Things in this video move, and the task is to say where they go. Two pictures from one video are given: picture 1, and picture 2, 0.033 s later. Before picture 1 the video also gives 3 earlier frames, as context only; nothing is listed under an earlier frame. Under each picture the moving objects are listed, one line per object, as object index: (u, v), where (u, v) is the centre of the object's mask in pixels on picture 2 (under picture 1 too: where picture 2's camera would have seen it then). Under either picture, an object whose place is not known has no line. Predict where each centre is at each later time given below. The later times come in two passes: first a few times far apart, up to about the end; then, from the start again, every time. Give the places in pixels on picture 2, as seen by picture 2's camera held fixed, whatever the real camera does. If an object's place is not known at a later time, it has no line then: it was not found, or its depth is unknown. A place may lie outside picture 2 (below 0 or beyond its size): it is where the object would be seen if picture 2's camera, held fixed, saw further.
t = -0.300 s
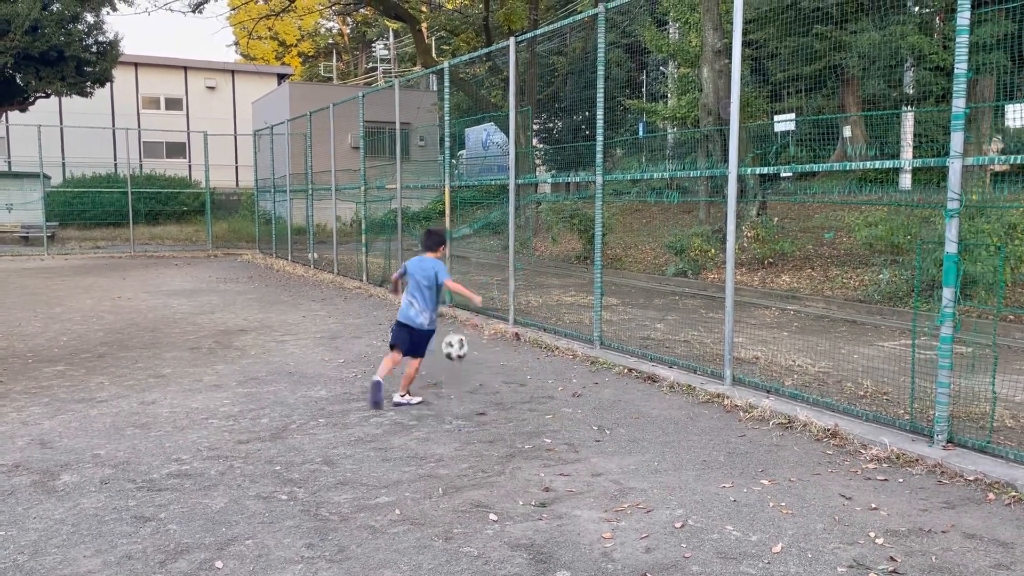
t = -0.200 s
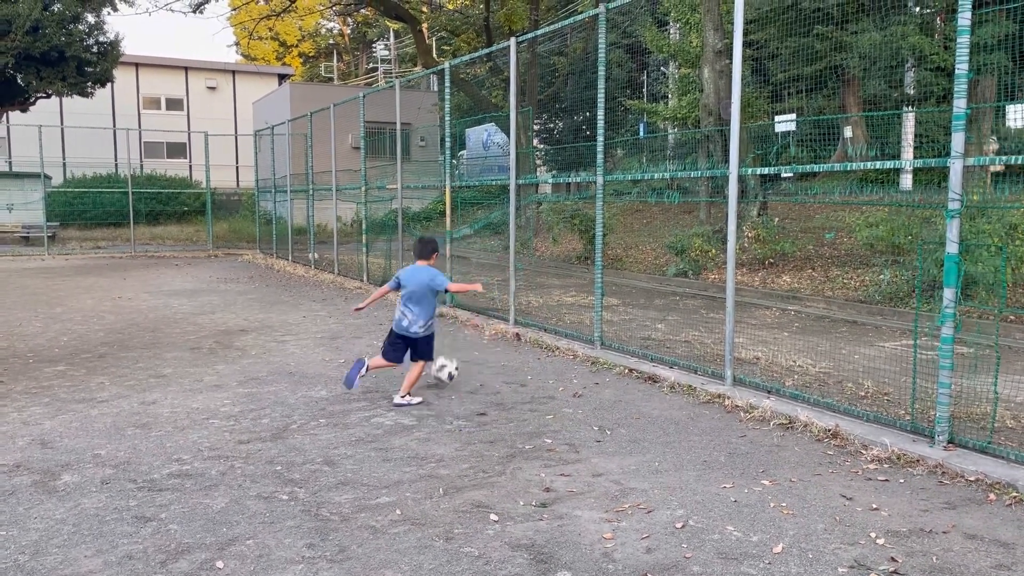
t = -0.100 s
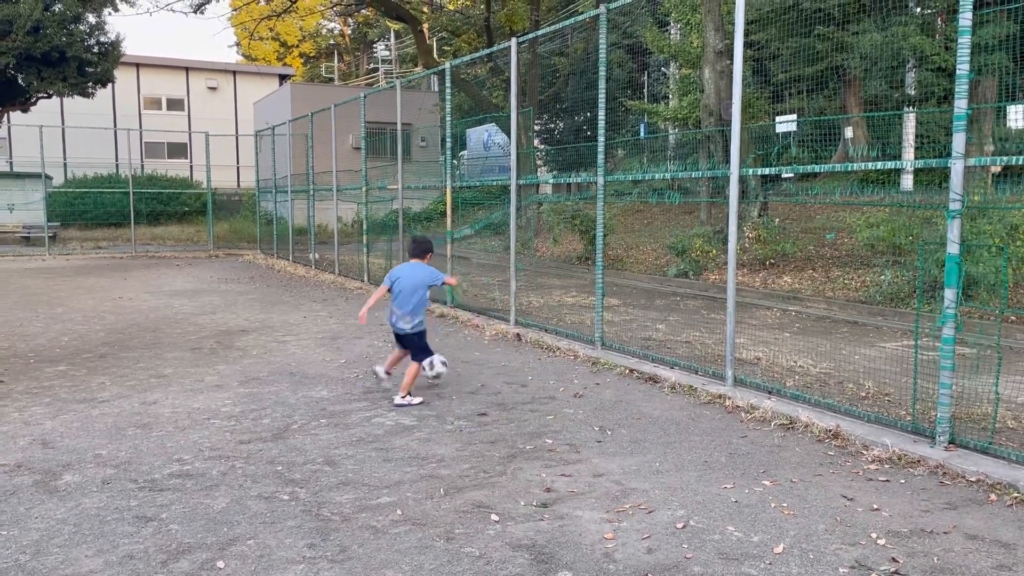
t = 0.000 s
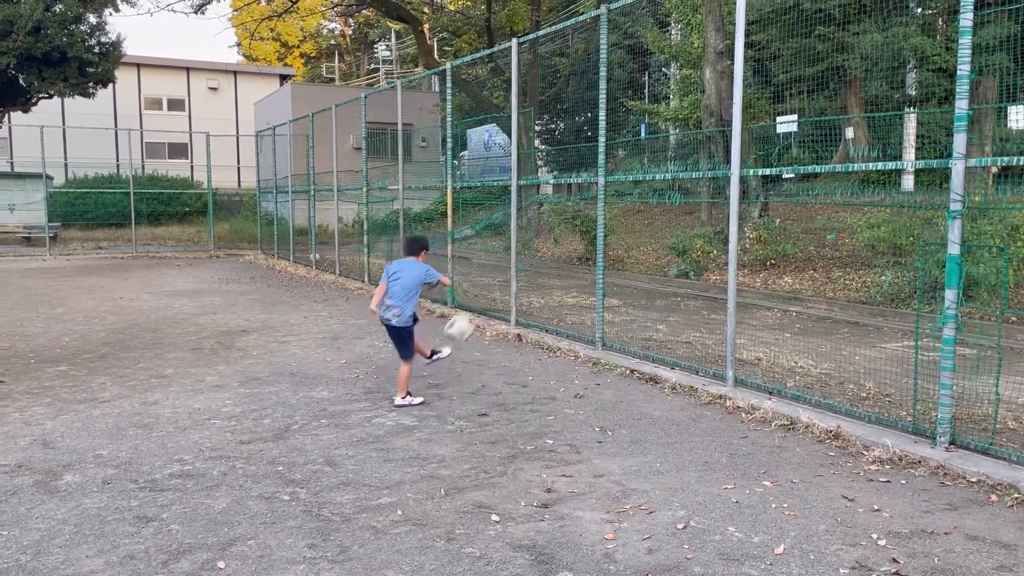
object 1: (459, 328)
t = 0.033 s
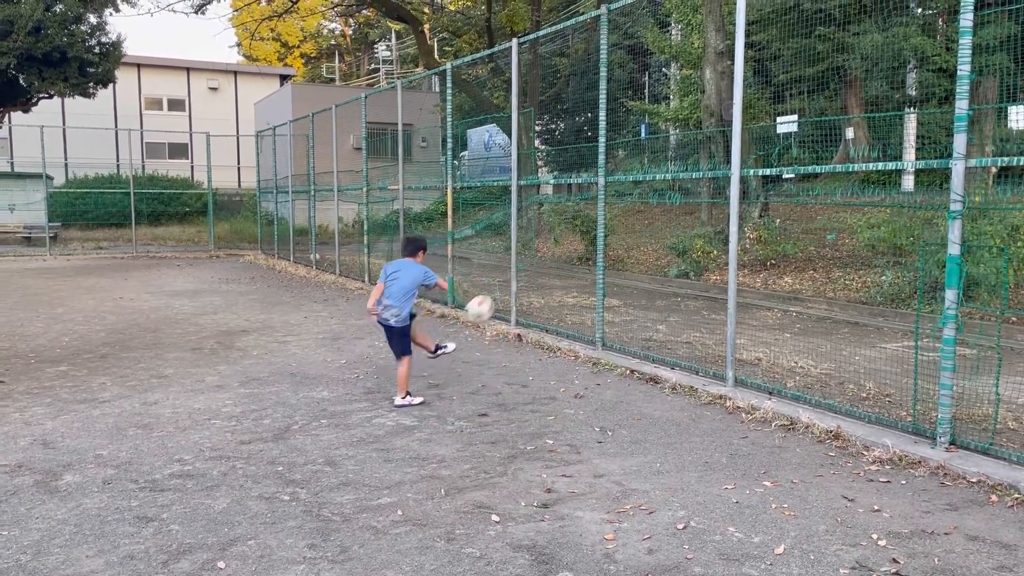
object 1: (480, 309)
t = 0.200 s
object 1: (576, 239)
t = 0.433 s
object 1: (708, 199)
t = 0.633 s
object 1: (695, 258)
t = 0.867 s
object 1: (669, 389)
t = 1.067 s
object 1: (639, 306)
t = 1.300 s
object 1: (600, 276)
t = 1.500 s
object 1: (565, 312)
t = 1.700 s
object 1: (528, 413)
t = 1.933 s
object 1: (491, 349)
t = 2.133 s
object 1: (457, 345)
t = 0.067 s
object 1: (499, 292)
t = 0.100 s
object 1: (518, 276)
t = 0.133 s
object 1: (538, 262)
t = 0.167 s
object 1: (557, 250)
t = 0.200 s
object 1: (576, 239)
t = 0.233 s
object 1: (596, 229)
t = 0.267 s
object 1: (616, 220)
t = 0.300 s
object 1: (636, 213)
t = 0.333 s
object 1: (654, 207)
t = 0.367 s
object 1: (674, 202)
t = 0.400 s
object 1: (693, 199)
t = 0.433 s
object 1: (708, 199)
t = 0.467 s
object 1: (711, 205)
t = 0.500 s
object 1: (709, 213)
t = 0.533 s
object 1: (706, 222)
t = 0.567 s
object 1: (703, 232)
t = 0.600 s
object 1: (699, 244)
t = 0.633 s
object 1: (695, 258)
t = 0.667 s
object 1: (692, 272)
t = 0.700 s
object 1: (688, 289)
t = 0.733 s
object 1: (684, 308)
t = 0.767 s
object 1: (681, 326)
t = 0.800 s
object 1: (677, 348)
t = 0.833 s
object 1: (673, 371)
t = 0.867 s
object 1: (669, 389)
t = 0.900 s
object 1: (664, 371)
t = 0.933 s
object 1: (659, 356)
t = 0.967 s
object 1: (655, 341)
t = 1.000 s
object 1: (649, 328)
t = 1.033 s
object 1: (644, 317)
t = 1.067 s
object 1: (639, 306)
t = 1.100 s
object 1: (634, 297)
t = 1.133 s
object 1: (628, 290)
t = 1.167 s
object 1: (622, 285)
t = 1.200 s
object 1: (617, 280)
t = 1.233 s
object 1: (612, 277)
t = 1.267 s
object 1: (606, 276)
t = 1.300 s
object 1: (600, 276)
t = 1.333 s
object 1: (595, 278)
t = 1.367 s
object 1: (589, 282)
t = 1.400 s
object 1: (583, 288)
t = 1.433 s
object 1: (578, 295)
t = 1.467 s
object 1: (571, 303)
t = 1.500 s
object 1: (565, 312)
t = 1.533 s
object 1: (559, 325)
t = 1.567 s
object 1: (553, 339)
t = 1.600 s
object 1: (547, 354)
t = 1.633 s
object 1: (541, 371)
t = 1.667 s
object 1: (534, 392)
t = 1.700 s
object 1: (528, 413)
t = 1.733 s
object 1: (524, 414)
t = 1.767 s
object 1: (517, 398)
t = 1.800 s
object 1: (512, 385)
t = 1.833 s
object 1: (508, 373)
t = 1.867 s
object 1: (502, 364)
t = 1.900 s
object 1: (497, 356)
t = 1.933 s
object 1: (491, 349)
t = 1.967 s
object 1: (486, 344)
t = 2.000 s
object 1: (480, 340)
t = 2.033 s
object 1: (474, 339)
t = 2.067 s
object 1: (469, 340)
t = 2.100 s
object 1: (463, 341)
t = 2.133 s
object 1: (457, 345)
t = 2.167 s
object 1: (451, 351)
